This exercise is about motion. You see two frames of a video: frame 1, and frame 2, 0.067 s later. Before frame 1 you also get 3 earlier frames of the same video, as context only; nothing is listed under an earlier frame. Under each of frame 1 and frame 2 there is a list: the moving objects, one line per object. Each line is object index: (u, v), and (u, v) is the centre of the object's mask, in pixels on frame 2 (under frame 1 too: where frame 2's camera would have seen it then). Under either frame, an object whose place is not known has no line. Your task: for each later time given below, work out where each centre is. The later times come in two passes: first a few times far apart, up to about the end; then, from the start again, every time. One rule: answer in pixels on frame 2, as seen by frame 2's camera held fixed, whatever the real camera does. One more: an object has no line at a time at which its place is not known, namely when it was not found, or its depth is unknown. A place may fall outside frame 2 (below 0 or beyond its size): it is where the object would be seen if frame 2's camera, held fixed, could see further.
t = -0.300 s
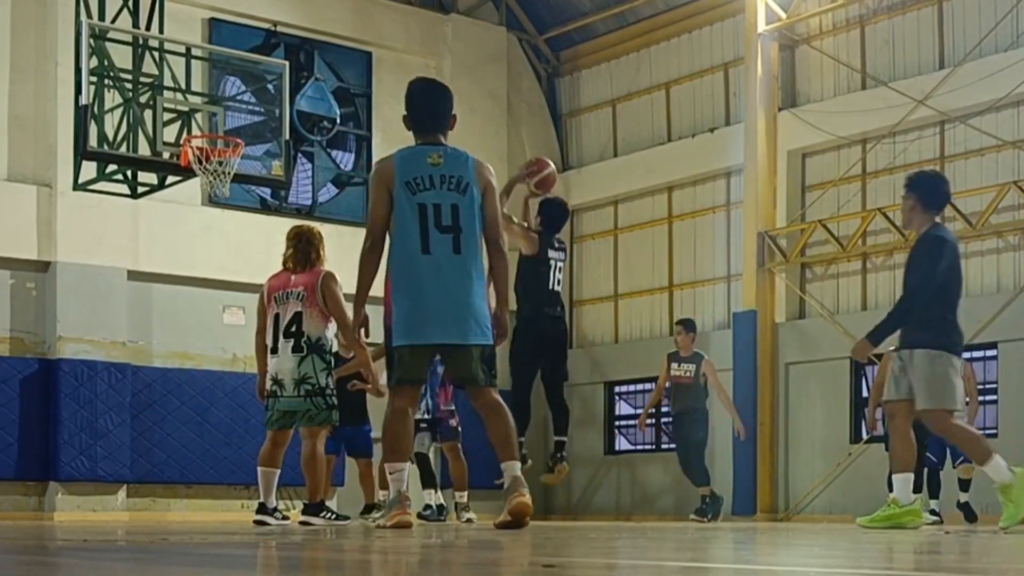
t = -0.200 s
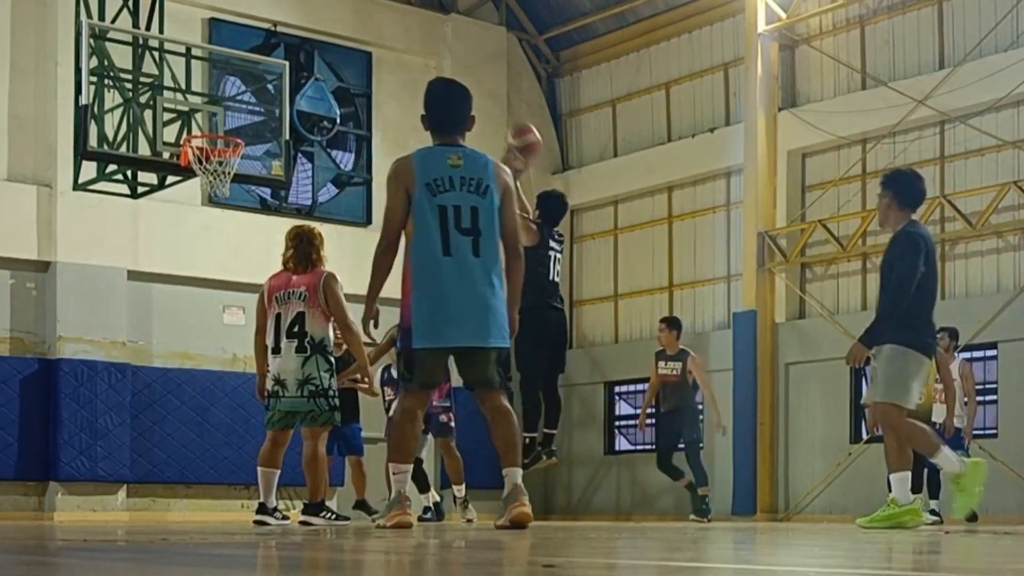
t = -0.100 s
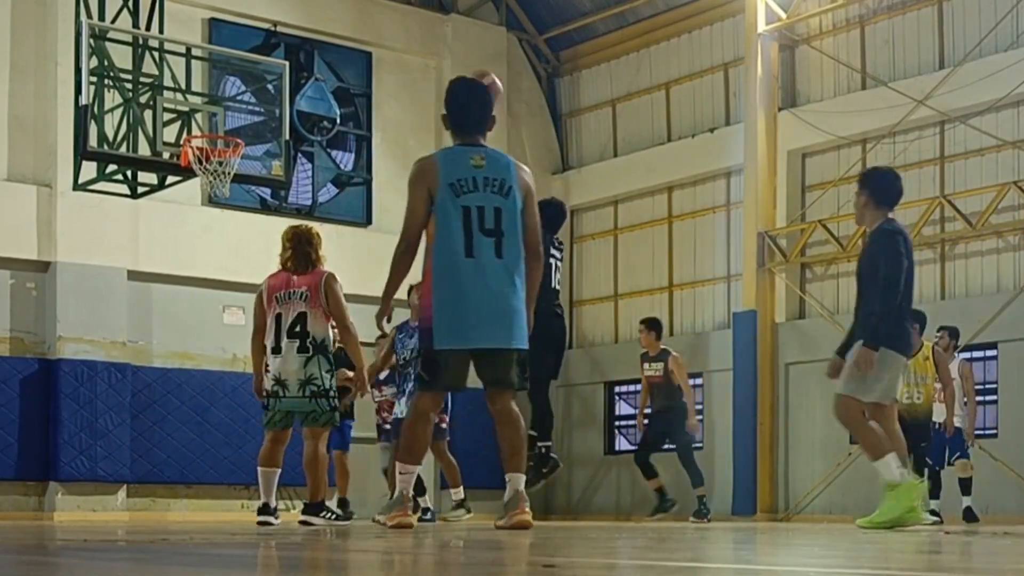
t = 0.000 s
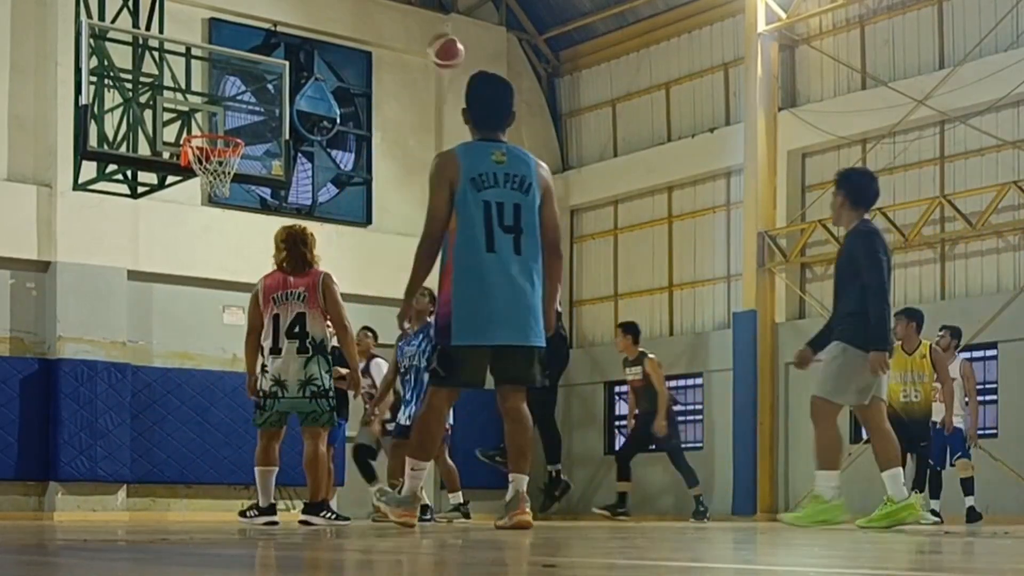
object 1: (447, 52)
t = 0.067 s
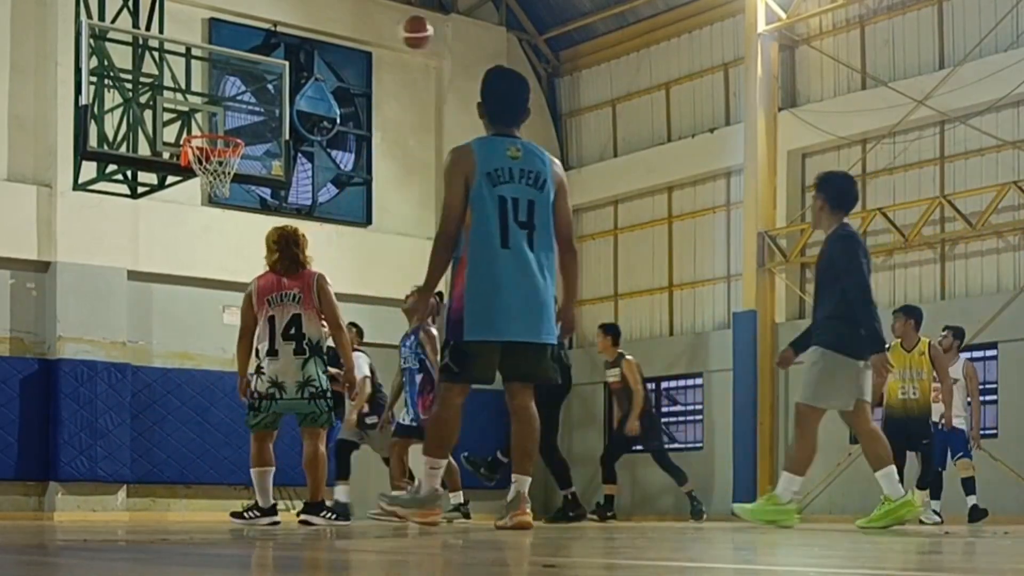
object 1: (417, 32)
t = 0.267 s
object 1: (358, 22)
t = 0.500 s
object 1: (283, 69)
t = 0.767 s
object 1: (277, 153)
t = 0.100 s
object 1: (411, 30)
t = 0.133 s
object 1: (398, 25)
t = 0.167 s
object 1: (386, 22)
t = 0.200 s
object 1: (380, 21)
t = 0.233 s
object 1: (369, 21)
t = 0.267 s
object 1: (358, 22)
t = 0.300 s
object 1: (348, 24)
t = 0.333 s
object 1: (336, 29)
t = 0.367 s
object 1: (324, 35)
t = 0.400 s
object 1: (314, 42)
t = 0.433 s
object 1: (303, 50)
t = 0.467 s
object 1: (294, 58)
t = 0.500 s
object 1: (283, 69)
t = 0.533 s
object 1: (272, 82)
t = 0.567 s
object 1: (263, 94)
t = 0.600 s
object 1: (254, 108)
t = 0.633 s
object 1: (244, 124)
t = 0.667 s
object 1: (242, 135)
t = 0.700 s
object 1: (253, 140)
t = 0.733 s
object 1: (265, 146)
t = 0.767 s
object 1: (277, 153)
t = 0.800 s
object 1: (288, 162)
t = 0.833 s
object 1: (301, 172)
